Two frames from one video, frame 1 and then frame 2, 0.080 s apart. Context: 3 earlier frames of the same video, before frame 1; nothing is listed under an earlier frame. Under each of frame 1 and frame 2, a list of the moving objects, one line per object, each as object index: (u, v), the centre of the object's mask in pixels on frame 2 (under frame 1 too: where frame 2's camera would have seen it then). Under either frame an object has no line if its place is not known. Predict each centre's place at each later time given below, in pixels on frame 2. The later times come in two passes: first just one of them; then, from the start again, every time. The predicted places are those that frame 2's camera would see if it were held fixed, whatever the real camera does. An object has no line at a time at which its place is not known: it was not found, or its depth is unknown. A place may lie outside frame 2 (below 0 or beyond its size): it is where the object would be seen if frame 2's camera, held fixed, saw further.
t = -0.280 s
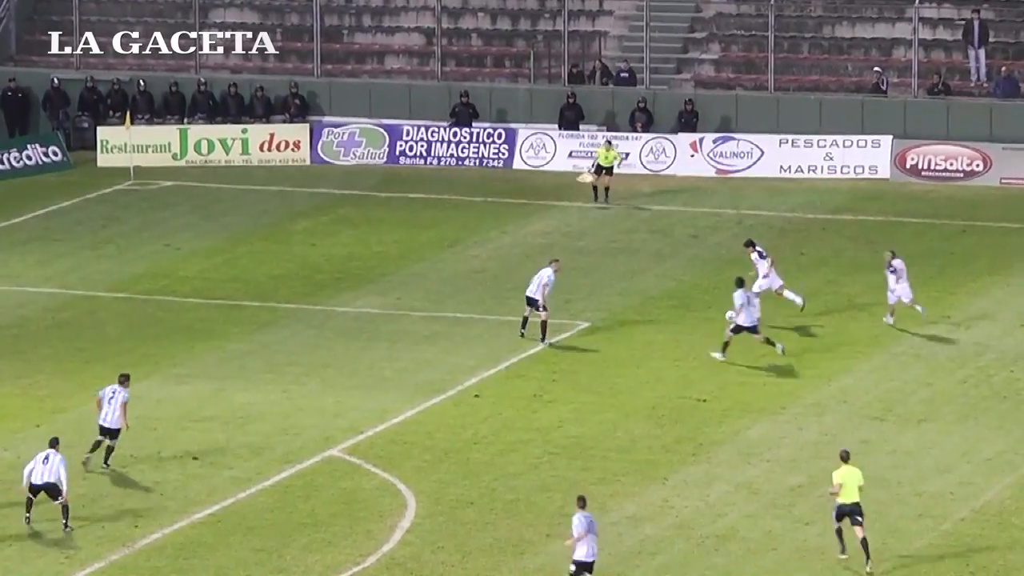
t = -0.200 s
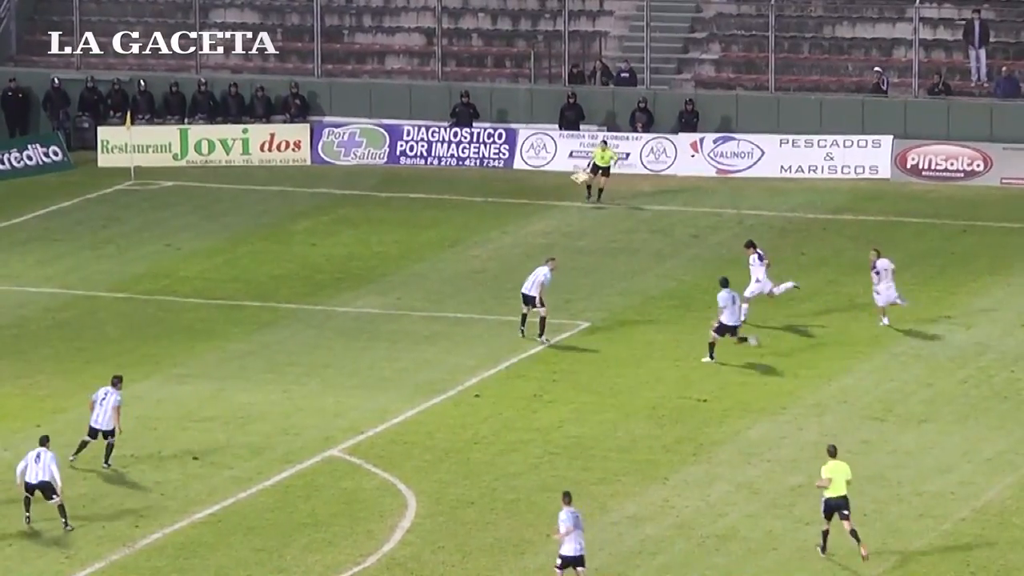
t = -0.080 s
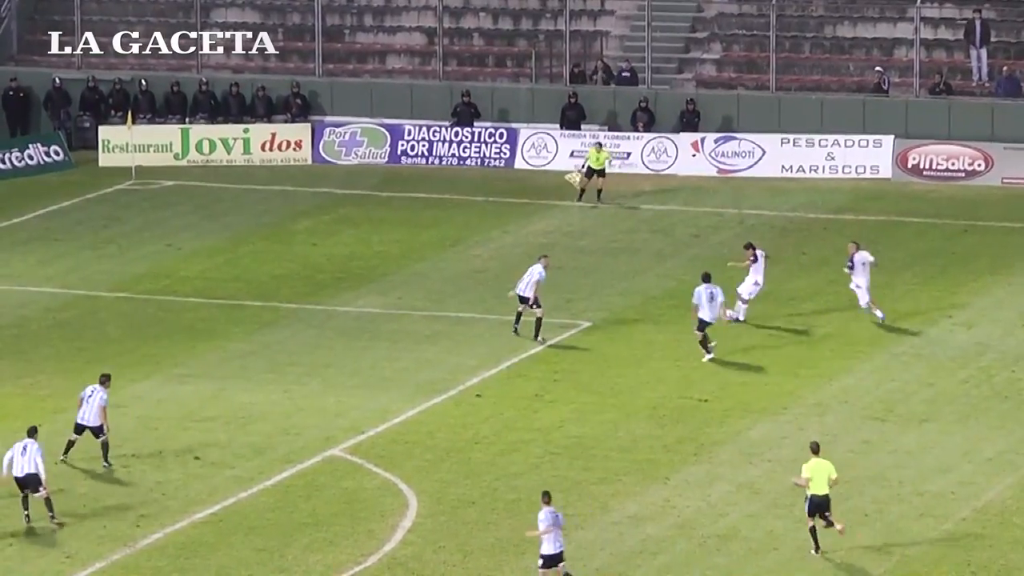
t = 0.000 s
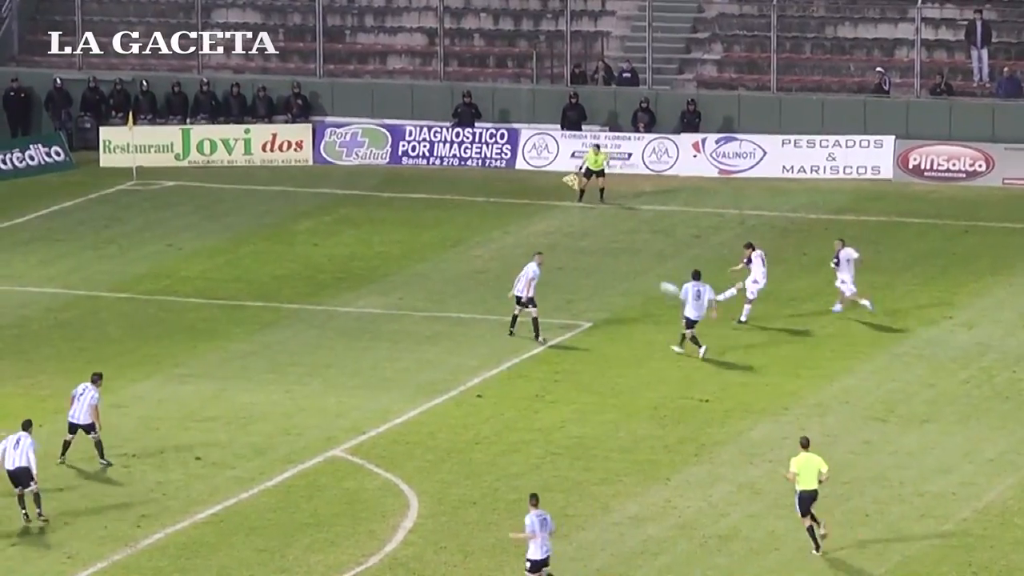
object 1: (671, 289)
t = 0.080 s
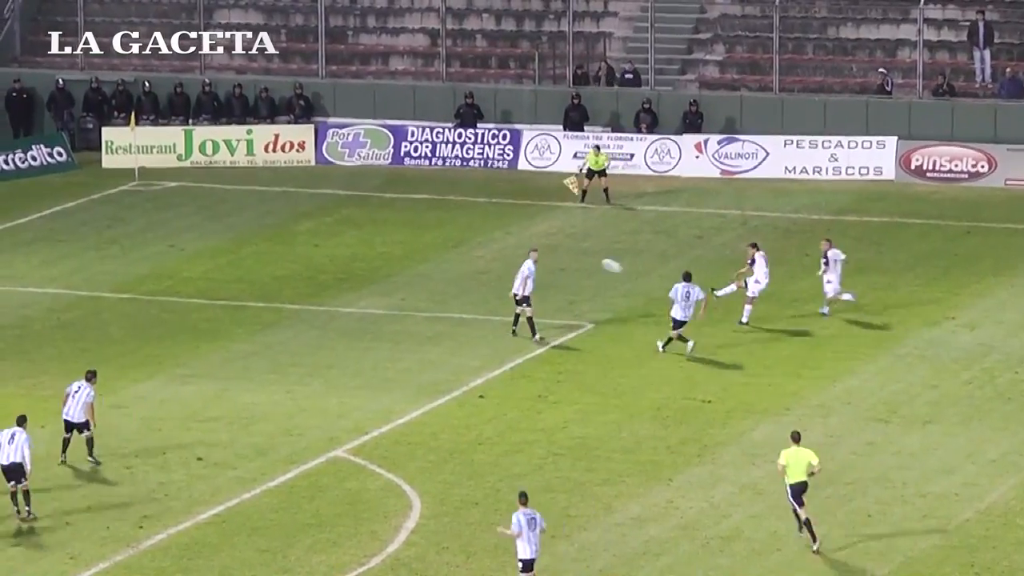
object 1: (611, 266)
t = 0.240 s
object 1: (496, 228)
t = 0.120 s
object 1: (581, 255)
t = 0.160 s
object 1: (553, 245)
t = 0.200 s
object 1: (524, 236)
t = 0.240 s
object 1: (496, 228)
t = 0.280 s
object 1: (468, 221)
